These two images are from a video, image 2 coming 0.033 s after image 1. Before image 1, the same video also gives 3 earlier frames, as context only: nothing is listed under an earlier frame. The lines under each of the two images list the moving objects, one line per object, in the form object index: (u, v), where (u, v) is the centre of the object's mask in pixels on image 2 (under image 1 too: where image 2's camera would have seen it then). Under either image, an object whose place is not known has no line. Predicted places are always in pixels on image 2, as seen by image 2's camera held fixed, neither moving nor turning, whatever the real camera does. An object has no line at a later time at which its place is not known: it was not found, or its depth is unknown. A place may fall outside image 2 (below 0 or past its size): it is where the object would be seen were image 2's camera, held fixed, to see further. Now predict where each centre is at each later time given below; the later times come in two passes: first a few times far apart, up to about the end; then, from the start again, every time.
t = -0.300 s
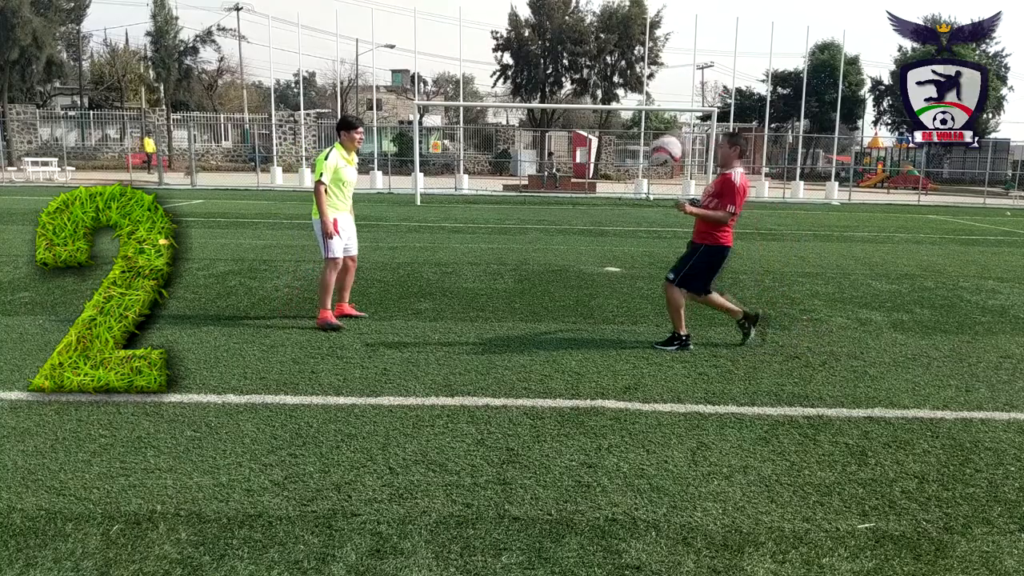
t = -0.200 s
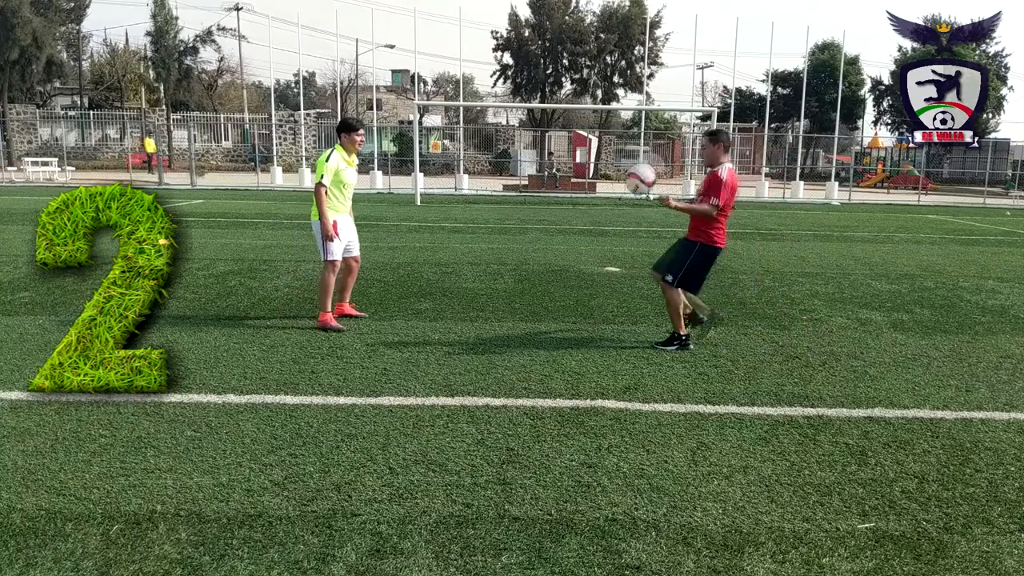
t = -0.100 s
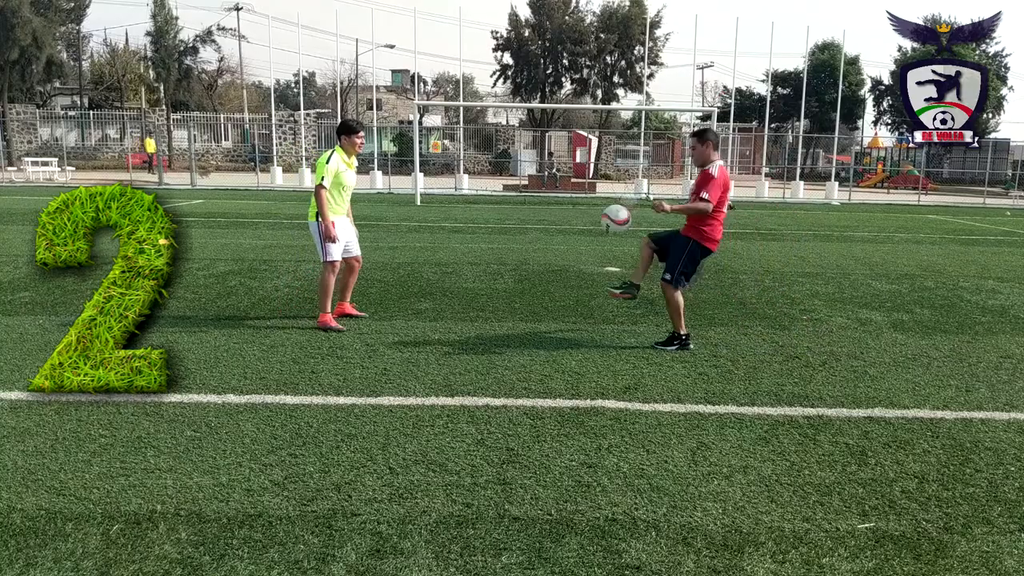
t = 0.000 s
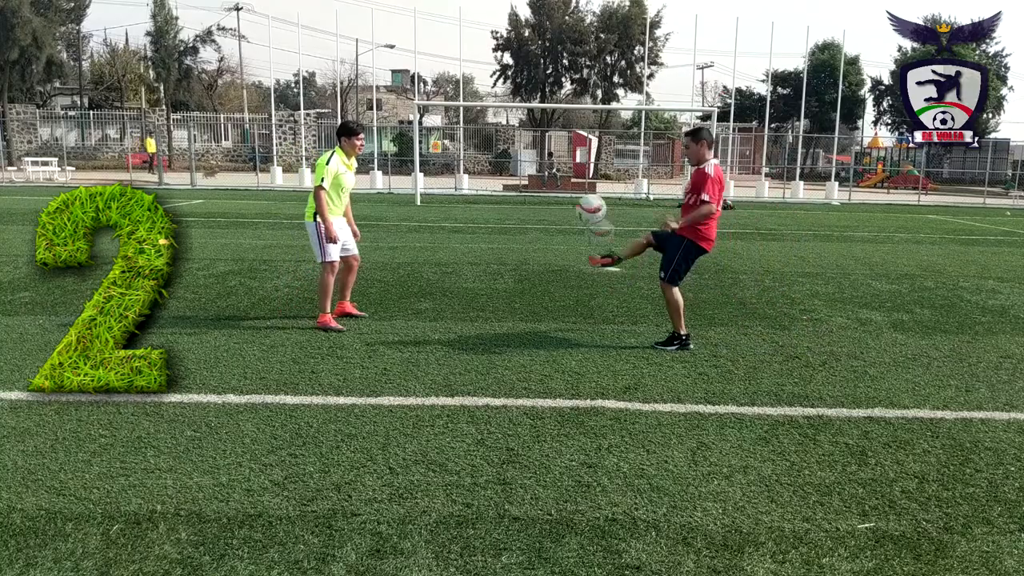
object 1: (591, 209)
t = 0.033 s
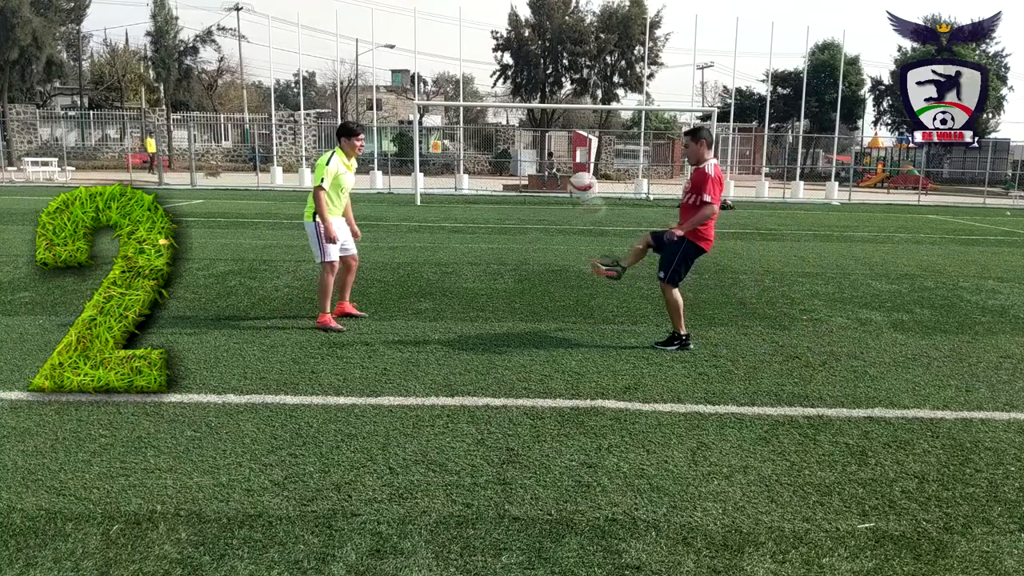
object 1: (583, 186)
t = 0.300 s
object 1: (511, 52)
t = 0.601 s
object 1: (425, 15)
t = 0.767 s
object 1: (376, 51)
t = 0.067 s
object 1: (575, 165)
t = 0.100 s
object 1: (565, 145)
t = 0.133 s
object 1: (557, 126)
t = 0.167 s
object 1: (548, 109)
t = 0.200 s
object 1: (538, 92)
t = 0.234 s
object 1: (529, 78)
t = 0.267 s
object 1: (524, 70)
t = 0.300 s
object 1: (511, 52)
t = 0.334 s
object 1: (501, 42)
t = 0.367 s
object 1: (492, 33)
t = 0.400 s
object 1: (482, 25)
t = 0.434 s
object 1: (472, 19)
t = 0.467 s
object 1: (463, 16)
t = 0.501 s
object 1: (454, 15)
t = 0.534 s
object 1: (444, 13)
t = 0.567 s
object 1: (434, 13)
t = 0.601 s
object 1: (425, 15)
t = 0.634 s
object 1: (416, 17)
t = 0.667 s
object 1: (405, 23)
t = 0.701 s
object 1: (395, 31)
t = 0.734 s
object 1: (386, 39)
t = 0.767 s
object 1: (376, 51)
